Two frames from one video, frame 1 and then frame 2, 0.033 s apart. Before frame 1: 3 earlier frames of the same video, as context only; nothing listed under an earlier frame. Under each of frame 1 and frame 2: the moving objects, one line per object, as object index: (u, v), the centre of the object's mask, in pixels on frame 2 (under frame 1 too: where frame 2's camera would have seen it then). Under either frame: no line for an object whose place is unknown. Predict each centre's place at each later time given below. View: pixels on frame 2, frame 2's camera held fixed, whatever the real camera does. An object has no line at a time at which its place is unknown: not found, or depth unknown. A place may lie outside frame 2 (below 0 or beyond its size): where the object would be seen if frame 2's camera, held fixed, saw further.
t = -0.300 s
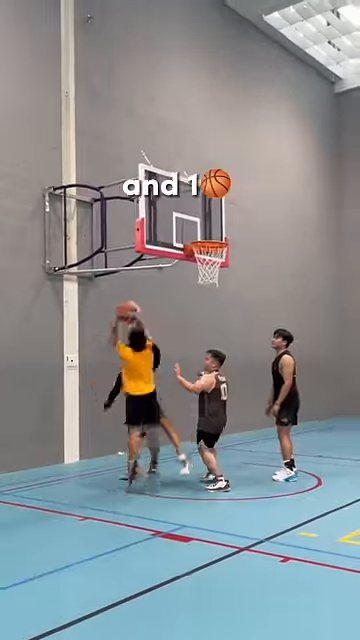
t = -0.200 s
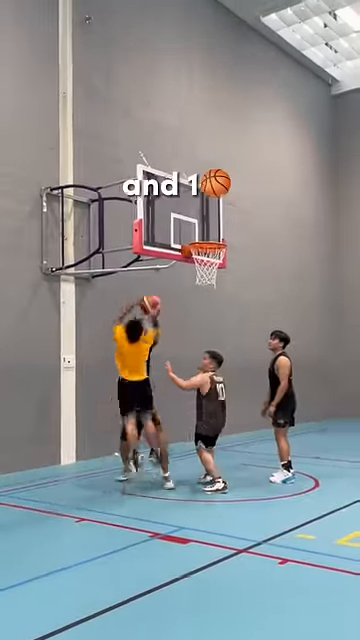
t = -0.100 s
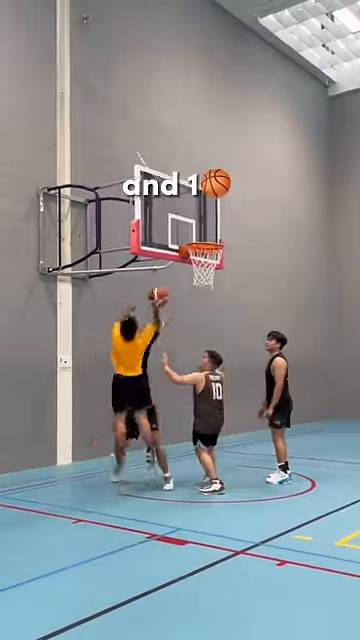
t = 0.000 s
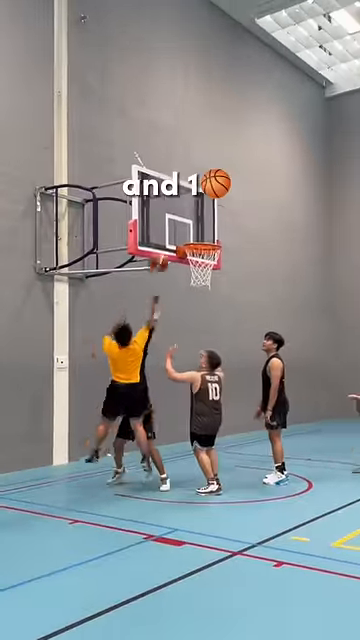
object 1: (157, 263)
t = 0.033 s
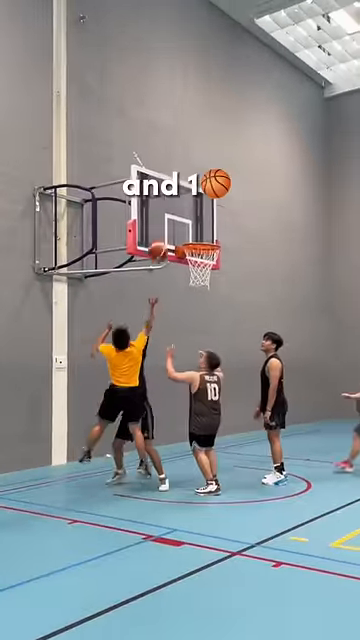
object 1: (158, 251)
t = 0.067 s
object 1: (157, 242)
